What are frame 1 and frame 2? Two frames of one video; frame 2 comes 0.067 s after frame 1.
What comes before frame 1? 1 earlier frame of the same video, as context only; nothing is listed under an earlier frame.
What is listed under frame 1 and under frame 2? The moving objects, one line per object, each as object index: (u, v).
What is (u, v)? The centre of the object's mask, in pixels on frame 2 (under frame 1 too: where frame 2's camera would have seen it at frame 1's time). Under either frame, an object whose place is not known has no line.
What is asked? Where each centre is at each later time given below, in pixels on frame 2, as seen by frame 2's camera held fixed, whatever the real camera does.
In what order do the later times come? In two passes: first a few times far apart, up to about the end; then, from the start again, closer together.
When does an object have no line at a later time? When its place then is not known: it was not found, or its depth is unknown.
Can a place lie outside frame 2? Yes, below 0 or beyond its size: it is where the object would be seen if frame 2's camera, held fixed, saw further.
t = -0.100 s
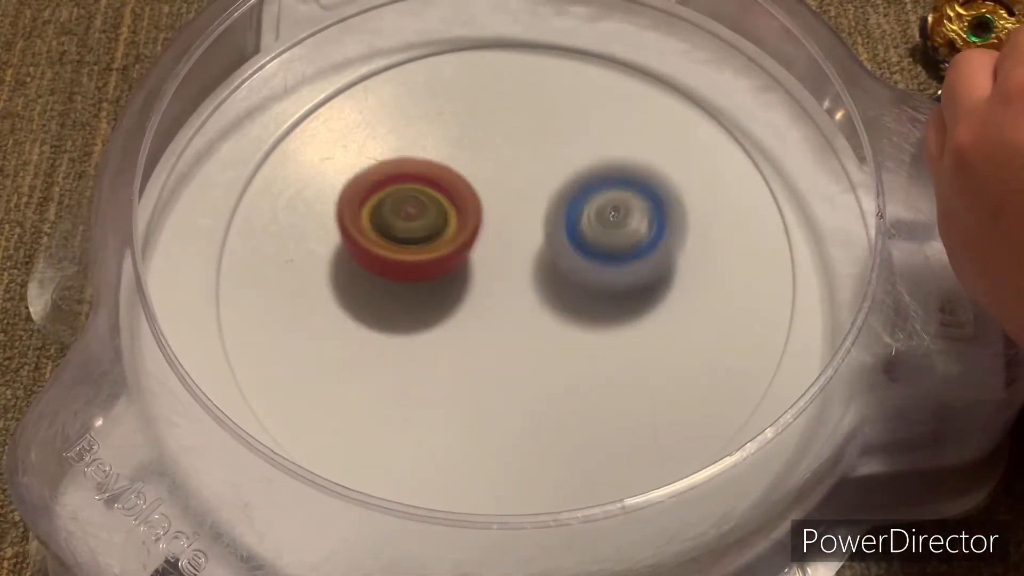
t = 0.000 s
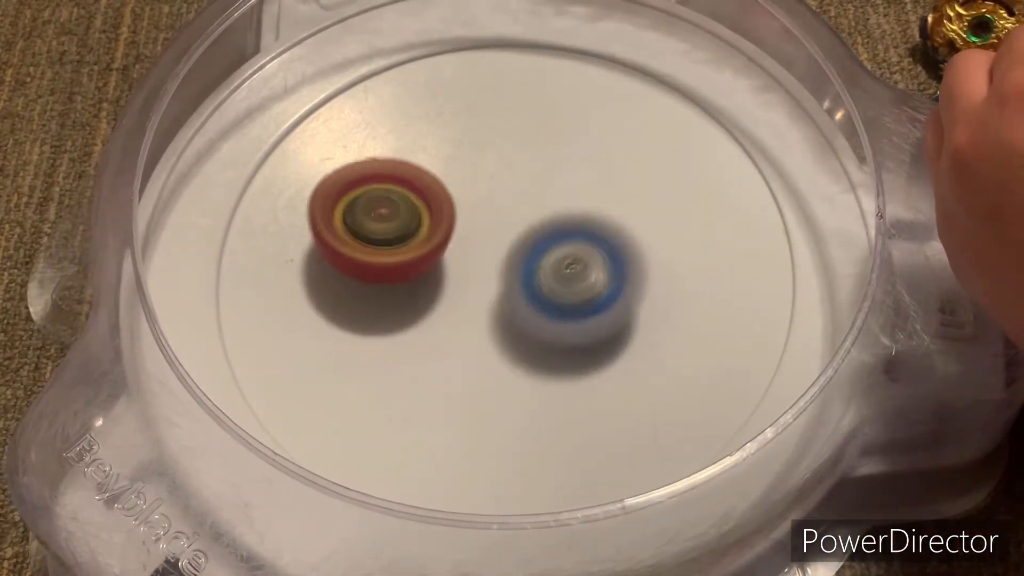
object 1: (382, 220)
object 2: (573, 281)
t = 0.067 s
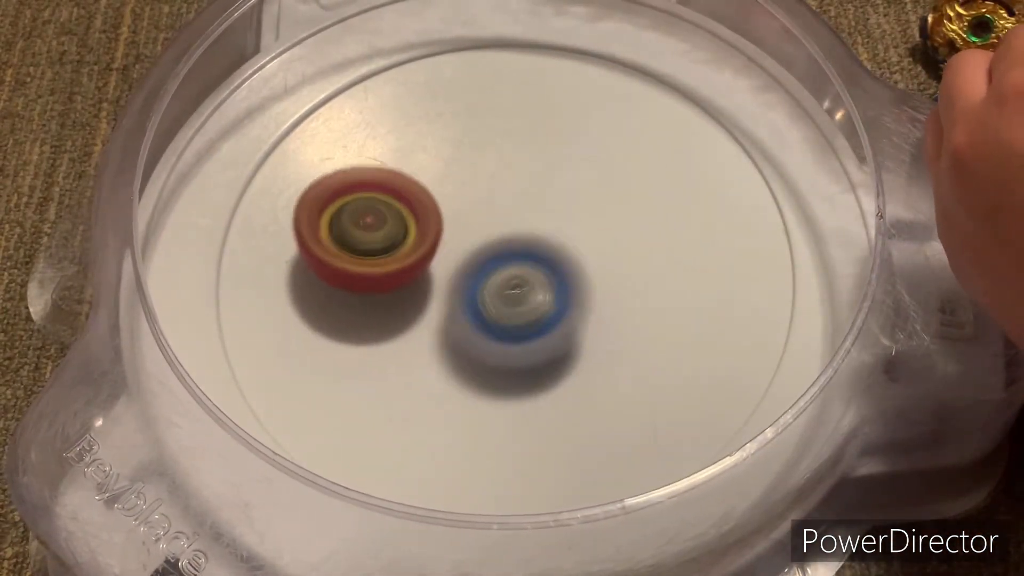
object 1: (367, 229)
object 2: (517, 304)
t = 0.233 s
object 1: (307, 234)
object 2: (462, 304)
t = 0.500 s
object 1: (332, 290)
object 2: (475, 212)
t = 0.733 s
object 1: (453, 257)
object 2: (544, 154)
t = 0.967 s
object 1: (479, 203)
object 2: (668, 188)
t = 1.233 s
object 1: (455, 153)
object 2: (555, 328)
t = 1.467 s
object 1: (421, 86)
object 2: (402, 314)
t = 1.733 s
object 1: (404, 95)
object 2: (414, 276)
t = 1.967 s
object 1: (429, 89)
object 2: (482, 247)
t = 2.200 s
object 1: (473, 118)
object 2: (571, 223)
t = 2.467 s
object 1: (553, 169)
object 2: (641, 287)
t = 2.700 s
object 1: (641, 196)
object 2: (531, 343)
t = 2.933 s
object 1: (692, 183)
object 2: (456, 209)
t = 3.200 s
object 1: (704, 188)
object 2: (540, 168)
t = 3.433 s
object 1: (820, 218)
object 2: (440, 216)
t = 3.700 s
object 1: (787, 284)
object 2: (433, 203)
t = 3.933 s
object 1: (542, 320)
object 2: (513, 186)
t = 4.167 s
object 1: (356, 297)
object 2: (533, 278)
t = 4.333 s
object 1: (204, 305)
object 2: (587, 279)
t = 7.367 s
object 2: (608, 108)
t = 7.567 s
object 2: (728, 217)
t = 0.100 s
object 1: (357, 232)
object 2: (493, 308)
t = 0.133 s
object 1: (336, 229)
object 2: (485, 312)
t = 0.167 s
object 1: (321, 228)
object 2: (477, 313)
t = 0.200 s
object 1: (312, 230)
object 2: (470, 310)
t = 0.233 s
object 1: (307, 234)
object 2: (462, 304)
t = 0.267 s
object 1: (307, 240)
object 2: (457, 297)
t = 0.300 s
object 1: (303, 248)
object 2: (457, 287)
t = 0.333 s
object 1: (296, 255)
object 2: (464, 276)
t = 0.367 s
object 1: (295, 263)
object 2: (468, 265)
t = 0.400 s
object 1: (299, 271)
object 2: (469, 253)
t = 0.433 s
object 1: (307, 278)
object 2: (471, 239)
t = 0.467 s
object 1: (318, 286)
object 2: (472, 226)
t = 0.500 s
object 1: (332, 290)
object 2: (475, 212)
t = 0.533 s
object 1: (349, 293)
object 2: (480, 199)
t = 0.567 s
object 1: (367, 293)
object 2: (486, 189)
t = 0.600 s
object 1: (385, 291)
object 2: (494, 179)
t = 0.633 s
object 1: (403, 286)
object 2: (504, 171)
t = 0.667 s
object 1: (421, 279)
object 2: (514, 164)
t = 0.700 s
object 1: (438, 268)
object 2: (529, 157)
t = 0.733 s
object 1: (453, 257)
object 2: (544, 154)
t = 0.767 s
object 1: (468, 243)
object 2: (562, 152)
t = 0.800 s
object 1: (474, 235)
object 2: (582, 150)
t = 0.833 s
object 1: (475, 231)
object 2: (607, 147)
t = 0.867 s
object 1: (477, 226)
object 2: (629, 150)
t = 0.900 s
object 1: (477, 219)
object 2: (647, 159)
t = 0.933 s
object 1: (478, 212)
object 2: (660, 172)
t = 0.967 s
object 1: (479, 203)
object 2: (668, 188)
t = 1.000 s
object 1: (479, 195)
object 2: (671, 206)
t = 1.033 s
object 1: (478, 186)
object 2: (671, 226)
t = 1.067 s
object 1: (476, 178)
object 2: (666, 246)
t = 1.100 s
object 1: (473, 171)
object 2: (654, 268)
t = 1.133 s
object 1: (470, 164)
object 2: (636, 290)
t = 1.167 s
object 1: (465, 159)
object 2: (616, 306)
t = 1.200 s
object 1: (461, 155)
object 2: (586, 322)
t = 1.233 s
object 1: (455, 153)
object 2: (555, 328)
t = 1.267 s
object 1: (450, 152)
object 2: (522, 329)
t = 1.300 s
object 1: (445, 153)
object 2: (489, 324)
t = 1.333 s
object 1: (440, 155)
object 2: (458, 315)
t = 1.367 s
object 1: (436, 157)
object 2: (436, 296)
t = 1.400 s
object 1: (430, 130)
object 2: (419, 301)
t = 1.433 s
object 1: (425, 103)
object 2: (409, 310)
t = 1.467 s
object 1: (421, 86)
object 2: (402, 314)
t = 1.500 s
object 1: (417, 76)
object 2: (397, 318)
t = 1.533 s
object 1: (413, 71)
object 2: (395, 318)
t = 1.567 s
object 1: (408, 69)
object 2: (394, 316)
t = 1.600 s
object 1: (405, 69)
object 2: (395, 313)
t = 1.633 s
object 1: (403, 72)
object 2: (399, 306)
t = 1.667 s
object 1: (401, 78)
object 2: (402, 297)
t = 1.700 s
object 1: (402, 86)
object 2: (408, 287)
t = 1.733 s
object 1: (404, 95)
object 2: (414, 276)
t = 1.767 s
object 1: (408, 106)
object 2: (419, 264)
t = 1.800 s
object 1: (413, 112)
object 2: (428, 252)
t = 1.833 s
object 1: (415, 101)
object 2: (440, 255)
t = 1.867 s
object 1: (418, 93)
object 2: (453, 257)
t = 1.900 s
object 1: (421, 89)
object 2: (463, 257)
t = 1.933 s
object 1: (425, 88)
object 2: (472, 253)
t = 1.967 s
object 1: (429, 89)
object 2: (482, 247)
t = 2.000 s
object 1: (434, 92)
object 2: (492, 240)
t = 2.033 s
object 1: (440, 97)
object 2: (503, 233)
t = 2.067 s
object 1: (447, 102)
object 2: (513, 227)
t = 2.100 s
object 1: (452, 104)
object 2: (526, 225)
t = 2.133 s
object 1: (458, 107)
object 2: (541, 224)
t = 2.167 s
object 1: (465, 113)
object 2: (556, 223)
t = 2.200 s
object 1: (473, 118)
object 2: (571, 223)
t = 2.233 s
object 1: (482, 124)
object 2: (587, 225)
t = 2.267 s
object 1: (491, 131)
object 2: (601, 229)
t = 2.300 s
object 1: (501, 138)
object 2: (613, 235)
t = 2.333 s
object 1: (511, 144)
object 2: (623, 242)
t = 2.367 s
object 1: (521, 151)
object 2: (631, 251)
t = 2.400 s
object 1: (531, 158)
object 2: (637, 262)
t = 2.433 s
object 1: (542, 164)
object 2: (641, 273)
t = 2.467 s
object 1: (553, 169)
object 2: (641, 287)
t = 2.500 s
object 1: (565, 175)
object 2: (637, 300)
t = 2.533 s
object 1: (577, 180)
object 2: (630, 314)
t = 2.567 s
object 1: (589, 185)
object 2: (619, 326)
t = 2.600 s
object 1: (602, 189)
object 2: (604, 335)
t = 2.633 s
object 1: (615, 192)
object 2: (584, 339)
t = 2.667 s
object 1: (628, 194)
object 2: (557, 346)
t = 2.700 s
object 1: (641, 196)
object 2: (531, 343)
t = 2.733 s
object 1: (652, 196)
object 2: (510, 331)
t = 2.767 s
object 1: (663, 195)
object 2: (488, 317)
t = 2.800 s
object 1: (673, 194)
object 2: (470, 298)
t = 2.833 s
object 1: (681, 191)
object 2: (457, 276)
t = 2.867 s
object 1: (687, 189)
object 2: (450, 253)
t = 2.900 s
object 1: (691, 186)
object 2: (450, 231)
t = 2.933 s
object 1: (692, 183)
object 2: (456, 209)
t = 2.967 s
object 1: (692, 181)
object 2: (467, 192)
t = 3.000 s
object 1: (690, 178)
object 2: (482, 179)
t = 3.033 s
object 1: (686, 177)
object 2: (499, 168)
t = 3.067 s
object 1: (680, 177)
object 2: (518, 163)
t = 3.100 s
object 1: (676, 179)
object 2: (536, 162)
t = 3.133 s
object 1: (689, 182)
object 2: (536, 161)
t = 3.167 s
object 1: (698, 185)
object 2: (537, 163)
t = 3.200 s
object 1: (704, 188)
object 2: (540, 168)
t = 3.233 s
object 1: (705, 191)
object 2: (544, 174)
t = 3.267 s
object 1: (704, 194)
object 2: (551, 182)
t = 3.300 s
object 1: (708, 198)
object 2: (554, 192)
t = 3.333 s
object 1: (755, 201)
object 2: (519, 200)
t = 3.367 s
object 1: (790, 201)
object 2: (488, 206)
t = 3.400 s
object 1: (809, 211)
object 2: (461, 213)
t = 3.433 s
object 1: (820, 218)
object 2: (440, 216)
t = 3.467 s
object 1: (829, 226)
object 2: (425, 217)
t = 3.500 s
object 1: (834, 232)
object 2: (415, 218)
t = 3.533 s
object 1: (834, 240)
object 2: (413, 217)
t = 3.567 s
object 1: (831, 248)
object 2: (413, 217)
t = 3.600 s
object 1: (823, 257)
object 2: (417, 215)
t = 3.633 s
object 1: (814, 266)
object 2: (423, 212)
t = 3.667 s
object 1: (802, 275)
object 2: (428, 208)
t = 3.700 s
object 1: (787, 284)
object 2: (433, 203)
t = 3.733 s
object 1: (763, 296)
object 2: (440, 197)
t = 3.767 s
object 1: (731, 304)
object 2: (448, 191)
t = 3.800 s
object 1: (695, 310)
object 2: (460, 185)
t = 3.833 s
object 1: (657, 315)
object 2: (472, 181)
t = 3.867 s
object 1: (619, 318)
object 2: (486, 180)
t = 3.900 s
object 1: (580, 321)
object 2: (500, 181)
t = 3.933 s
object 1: (542, 320)
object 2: (513, 186)
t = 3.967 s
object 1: (505, 318)
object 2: (525, 192)
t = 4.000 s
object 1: (471, 315)
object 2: (536, 201)
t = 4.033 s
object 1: (439, 312)
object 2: (543, 215)
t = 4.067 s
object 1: (411, 307)
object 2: (547, 230)
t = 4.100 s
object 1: (388, 303)
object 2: (546, 246)
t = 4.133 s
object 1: (369, 300)
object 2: (542, 262)
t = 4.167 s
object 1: (356, 297)
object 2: (533, 278)
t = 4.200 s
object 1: (349, 294)
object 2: (520, 293)
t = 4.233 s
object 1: (347, 293)
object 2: (503, 304)
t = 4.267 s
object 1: (344, 294)
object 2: (493, 310)
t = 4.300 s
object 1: (260, 308)
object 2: (541, 296)
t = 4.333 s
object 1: (204, 305)
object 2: (587, 279)
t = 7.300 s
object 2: (543, 110)
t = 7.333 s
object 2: (575, 106)
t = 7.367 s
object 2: (608, 108)
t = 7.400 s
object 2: (636, 117)
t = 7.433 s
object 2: (663, 129)
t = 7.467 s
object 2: (687, 145)
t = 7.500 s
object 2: (706, 165)
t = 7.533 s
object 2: (720, 190)
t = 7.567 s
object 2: (728, 217)
